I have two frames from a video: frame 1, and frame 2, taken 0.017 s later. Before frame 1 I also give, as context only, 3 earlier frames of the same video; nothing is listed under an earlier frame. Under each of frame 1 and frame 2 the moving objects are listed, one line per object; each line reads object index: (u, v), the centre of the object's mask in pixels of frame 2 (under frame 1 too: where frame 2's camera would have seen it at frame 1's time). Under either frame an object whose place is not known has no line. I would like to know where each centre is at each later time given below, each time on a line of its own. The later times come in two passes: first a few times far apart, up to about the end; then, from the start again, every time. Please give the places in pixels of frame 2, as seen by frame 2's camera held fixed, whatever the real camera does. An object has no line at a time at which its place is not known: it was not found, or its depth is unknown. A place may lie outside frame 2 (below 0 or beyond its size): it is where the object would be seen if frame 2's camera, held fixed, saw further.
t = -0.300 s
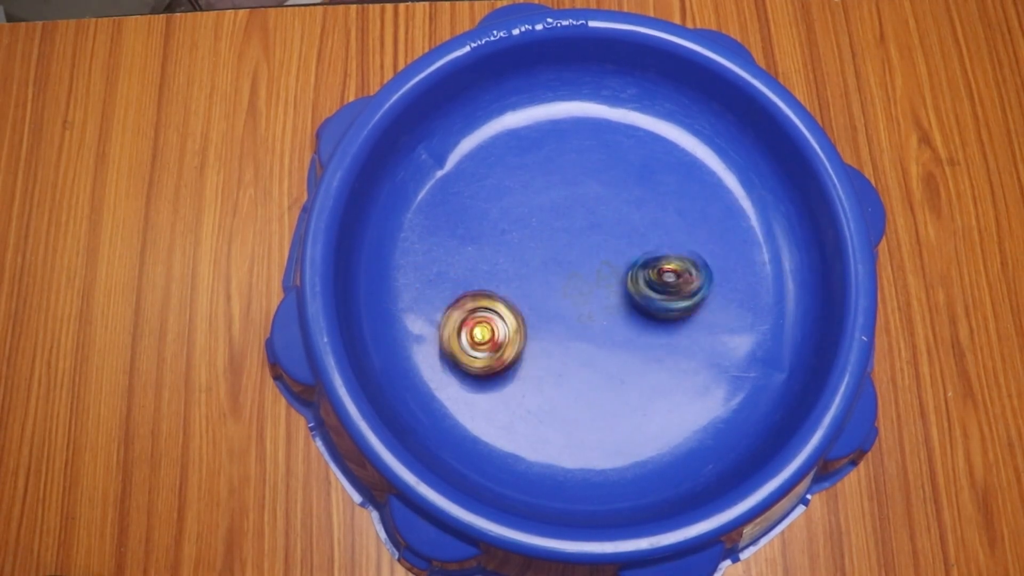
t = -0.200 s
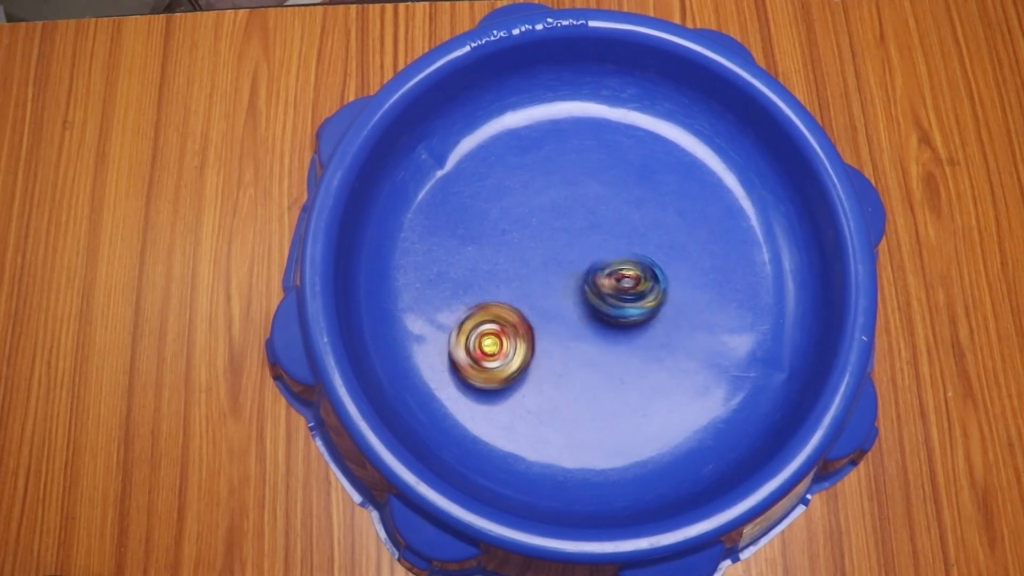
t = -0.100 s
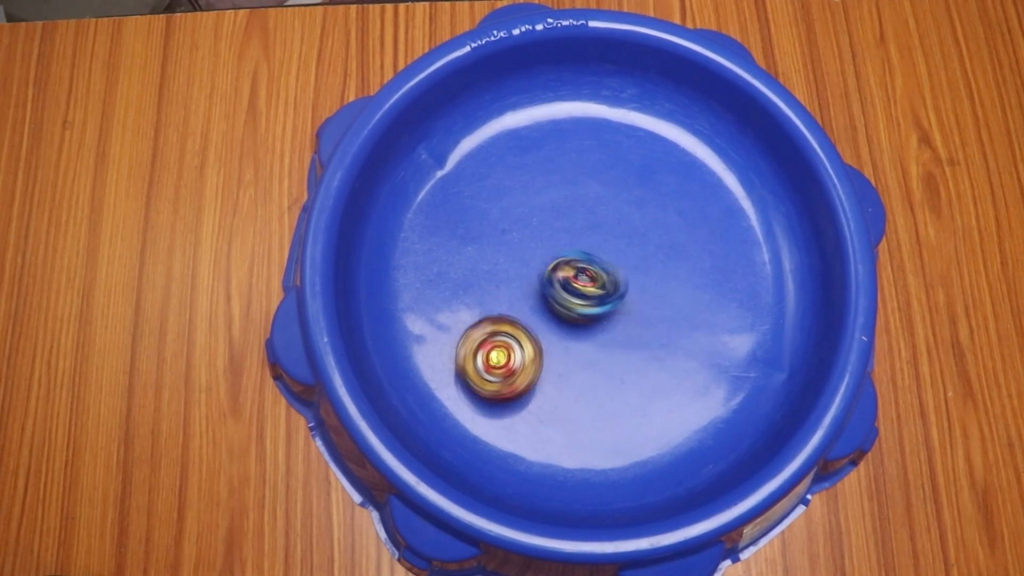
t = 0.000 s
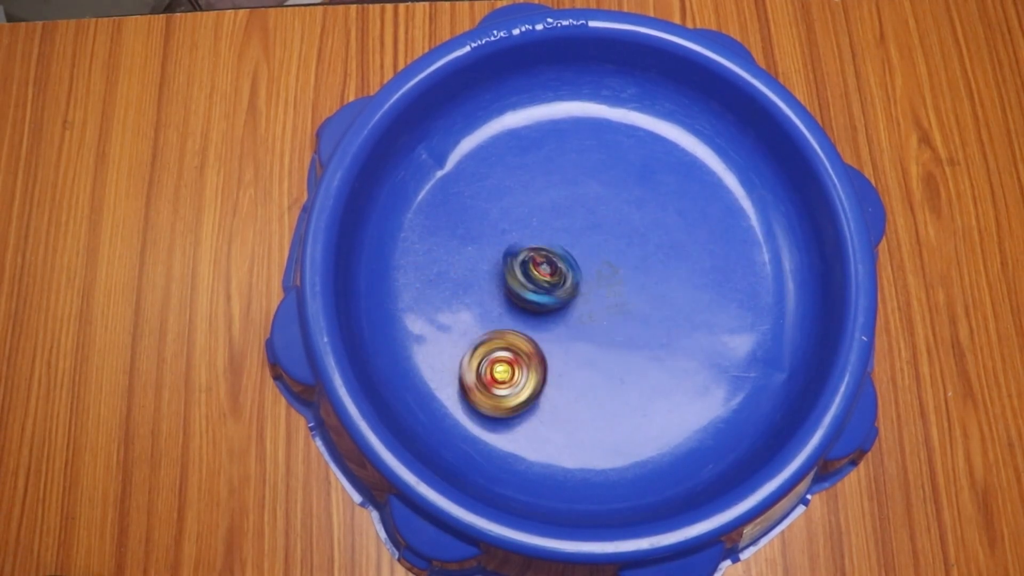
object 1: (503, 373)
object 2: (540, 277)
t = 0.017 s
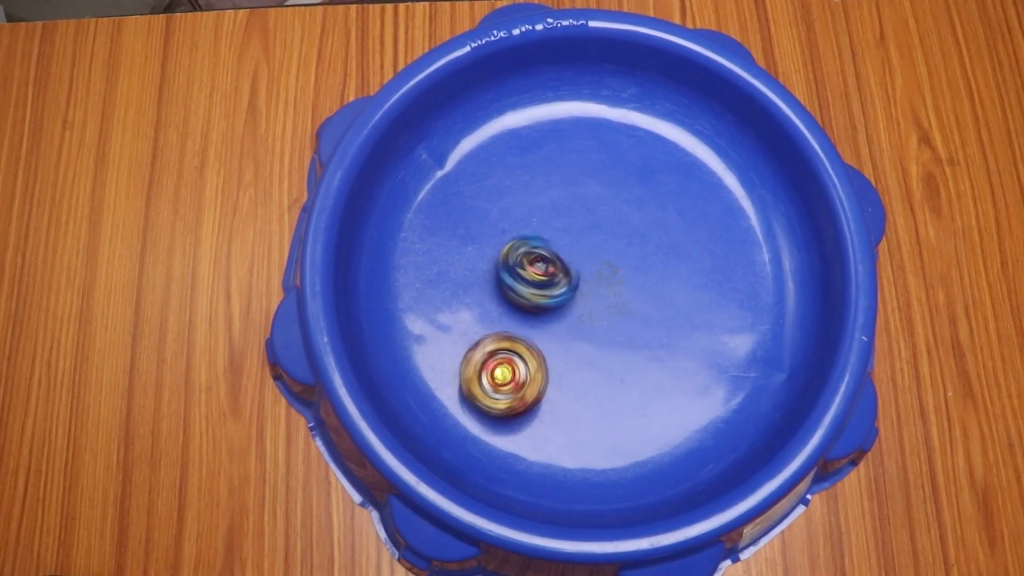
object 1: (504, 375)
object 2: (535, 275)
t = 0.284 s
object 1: (506, 392)
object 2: (489, 220)
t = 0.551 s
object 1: (521, 389)
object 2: (520, 181)
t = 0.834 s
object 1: (558, 392)
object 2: (596, 192)
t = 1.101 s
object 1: (587, 414)
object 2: (653, 205)
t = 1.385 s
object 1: (599, 418)
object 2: (653, 205)
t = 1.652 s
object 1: (614, 398)
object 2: (652, 205)
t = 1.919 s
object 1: (645, 390)
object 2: (653, 204)
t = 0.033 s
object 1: (504, 378)
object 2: (529, 271)
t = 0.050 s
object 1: (503, 380)
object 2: (524, 269)
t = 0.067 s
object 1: (504, 381)
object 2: (518, 265)
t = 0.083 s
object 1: (504, 383)
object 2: (513, 262)
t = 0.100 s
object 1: (505, 384)
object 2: (509, 259)
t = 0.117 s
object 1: (505, 387)
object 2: (506, 256)
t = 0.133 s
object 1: (504, 388)
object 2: (502, 251)
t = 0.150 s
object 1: (504, 389)
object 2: (499, 249)
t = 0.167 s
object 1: (504, 389)
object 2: (496, 244)
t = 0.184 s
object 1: (506, 390)
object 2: (494, 241)
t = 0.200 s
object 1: (507, 392)
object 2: (492, 237)
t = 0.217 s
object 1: (506, 392)
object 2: (491, 235)
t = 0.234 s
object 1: (506, 393)
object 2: (489, 231)
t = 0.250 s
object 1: (505, 393)
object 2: (489, 227)
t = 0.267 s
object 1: (506, 392)
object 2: (489, 223)
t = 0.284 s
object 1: (506, 392)
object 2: (489, 220)
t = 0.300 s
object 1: (506, 390)
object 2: (489, 217)
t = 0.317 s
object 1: (507, 390)
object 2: (491, 214)
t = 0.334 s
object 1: (509, 390)
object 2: (491, 211)
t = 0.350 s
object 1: (512, 389)
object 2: (492, 208)
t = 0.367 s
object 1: (513, 390)
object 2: (494, 206)
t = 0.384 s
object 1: (513, 390)
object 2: (496, 203)
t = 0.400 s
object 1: (513, 391)
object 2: (498, 199)
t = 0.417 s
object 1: (513, 390)
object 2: (499, 197)
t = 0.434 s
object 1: (515, 391)
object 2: (501, 195)
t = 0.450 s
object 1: (516, 392)
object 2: (503, 192)
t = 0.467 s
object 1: (517, 391)
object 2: (506, 190)
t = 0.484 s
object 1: (516, 391)
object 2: (508, 188)
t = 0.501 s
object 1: (517, 390)
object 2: (510, 186)
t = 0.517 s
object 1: (519, 390)
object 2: (513, 184)
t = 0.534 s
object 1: (520, 391)
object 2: (516, 182)
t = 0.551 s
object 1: (521, 389)
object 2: (520, 181)
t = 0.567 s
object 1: (523, 388)
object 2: (524, 180)
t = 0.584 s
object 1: (525, 388)
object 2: (527, 179)
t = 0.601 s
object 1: (528, 388)
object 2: (531, 177)
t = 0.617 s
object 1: (528, 388)
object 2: (535, 177)
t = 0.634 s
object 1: (530, 387)
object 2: (539, 176)
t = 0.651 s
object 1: (532, 388)
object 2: (543, 175)
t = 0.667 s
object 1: (535, 386)
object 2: (547, 176)
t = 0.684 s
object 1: (538, 387)
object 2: (551, 176)
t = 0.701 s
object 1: (541, 387)
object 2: (556, 177)
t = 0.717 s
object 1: (544, 387)
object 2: (561, 178)
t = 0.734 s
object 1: (547, 388)
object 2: (566, 180)
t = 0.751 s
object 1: (550, 388)
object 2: (570, 182)
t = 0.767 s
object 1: (552, 390)
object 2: (575, 183)
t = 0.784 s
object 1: (554, 391)
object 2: (581, 185)
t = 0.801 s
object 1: (555, 391)
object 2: (586, 188)
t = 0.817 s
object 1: (557, 392)
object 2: (591, 190)
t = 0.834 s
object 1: (558, 392)
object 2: (596, 192)
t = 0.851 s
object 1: (561, 393)
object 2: (601, 193)
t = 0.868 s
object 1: (562, 394)
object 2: (607, 196)
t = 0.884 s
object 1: (564, 395)
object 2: (613, 198)
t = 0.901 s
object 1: (566, 396)
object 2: (618, 200)
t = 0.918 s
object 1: (569, 396)
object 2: (623, 201)
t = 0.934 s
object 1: (572, 398)
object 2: (628, 203)
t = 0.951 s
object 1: (574, 400)
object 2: (633, 203)
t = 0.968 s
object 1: (575, 402)
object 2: (639, 204)
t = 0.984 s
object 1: (576, 403)
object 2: (643, 204)
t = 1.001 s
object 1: (579, 404)
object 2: (647, 204)
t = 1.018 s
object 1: (581, 406)
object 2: (650, 205)
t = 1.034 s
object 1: (582, 408)
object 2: (653, 206)
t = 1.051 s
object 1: (584, 410)
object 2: (654, 206)
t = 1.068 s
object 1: (585, 411)
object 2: (654, 206)
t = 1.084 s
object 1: (587, 413)
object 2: (653, 206)
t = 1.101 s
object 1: (587, 414)
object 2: (653, 205)
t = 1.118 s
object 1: (588, 416)
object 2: (652, 205)
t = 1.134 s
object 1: (589, 416)
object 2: (652, 205)
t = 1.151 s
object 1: (590, 418)
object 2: (652, 205)
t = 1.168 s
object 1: (592, 418)
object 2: (652, 205)
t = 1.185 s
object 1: (592, 420)
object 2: (653, 205)
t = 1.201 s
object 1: (591, 421)
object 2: (653, 205)
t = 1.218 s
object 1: (590, 421)
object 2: (653, 205)
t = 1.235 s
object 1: (590, 421)
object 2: (653, 205)
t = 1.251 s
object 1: (591, 420)
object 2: (652, 206)
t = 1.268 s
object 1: (591, 420)
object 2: (652, 205)
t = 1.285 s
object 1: (592, 420)
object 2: (652, 205)
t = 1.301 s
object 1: (593, 419)
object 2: (652, 205)
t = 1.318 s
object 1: (594, 419)
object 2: (652, 206)
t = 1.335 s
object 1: (595, 418)
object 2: (653, 205)
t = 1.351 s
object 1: (597, 418)
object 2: (653, 205)
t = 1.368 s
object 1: (599, 418)
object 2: (653, 205)
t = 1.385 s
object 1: (599, 418)
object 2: (653, 205)
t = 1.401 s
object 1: (599, 418)
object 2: (653, 205)
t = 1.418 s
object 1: (600, 418)
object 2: (652, 205)
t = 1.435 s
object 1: (600, 418)
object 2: (652, 205)
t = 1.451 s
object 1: (599, 416)
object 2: (652, 205)
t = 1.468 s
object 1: (599, 415)
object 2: (652, 205)
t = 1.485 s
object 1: (599, 413)
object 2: (653, 205)
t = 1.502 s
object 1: (601, 411)
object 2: (653, 205)
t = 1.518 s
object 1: (603, 411)
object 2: (653, 204)
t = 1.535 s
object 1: (603, 410)
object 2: (652, 205)
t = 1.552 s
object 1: (605, 409)
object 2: (653, 204)
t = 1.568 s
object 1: (604, 407)
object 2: (652, 205)
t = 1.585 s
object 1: (606, 404)
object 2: (652, 205)
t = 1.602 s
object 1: (608, 403)
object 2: (652, 205)
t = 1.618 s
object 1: (609, 401)
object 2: (653, 205)
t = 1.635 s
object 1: (612, 399)
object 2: (652, 205)
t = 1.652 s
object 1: (614, 398)
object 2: (652, 205)
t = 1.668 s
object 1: (616, 396)
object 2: (652, 205)
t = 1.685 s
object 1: (618, 396)
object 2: (653, 205)
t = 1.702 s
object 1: (620, 396)
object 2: (653, 205)
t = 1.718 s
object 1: (621, 395)
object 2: (652, 205)
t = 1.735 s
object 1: (621, 395)
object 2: (652, 205)
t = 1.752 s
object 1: (623, 393)
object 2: (652, 205)
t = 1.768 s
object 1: (625, 393)
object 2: (653, 204)
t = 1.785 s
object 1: (626, 393)
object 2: (652, 205)
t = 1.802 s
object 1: (628, 391)
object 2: (653, 204)
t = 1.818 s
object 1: (630, 391)
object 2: (652, 205)
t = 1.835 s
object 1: (633, 389)
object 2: (653, 204)
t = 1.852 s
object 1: (637, 389)
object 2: (653, 205)
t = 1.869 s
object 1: (639, 390)
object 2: (652, 205)
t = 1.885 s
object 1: (641, 390)
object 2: (652, 205)
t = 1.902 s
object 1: (643, 391)
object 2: (652, 205)
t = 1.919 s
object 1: (645, 390)
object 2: (653, 204)
